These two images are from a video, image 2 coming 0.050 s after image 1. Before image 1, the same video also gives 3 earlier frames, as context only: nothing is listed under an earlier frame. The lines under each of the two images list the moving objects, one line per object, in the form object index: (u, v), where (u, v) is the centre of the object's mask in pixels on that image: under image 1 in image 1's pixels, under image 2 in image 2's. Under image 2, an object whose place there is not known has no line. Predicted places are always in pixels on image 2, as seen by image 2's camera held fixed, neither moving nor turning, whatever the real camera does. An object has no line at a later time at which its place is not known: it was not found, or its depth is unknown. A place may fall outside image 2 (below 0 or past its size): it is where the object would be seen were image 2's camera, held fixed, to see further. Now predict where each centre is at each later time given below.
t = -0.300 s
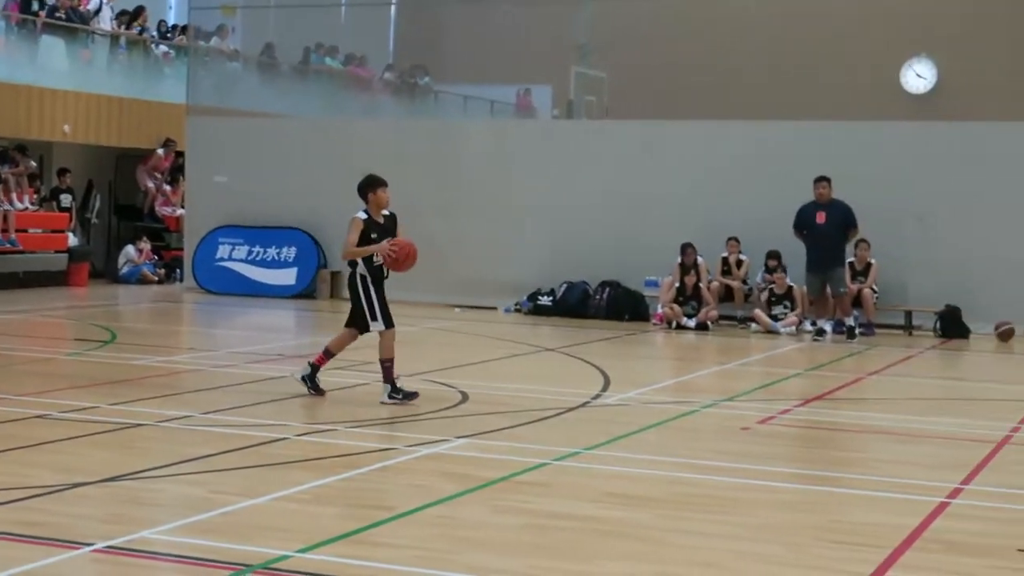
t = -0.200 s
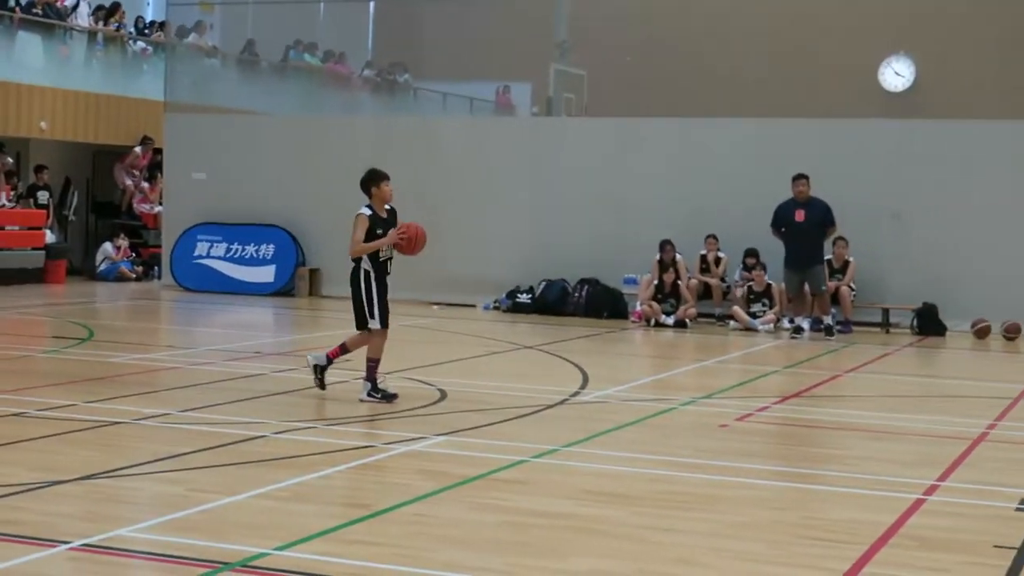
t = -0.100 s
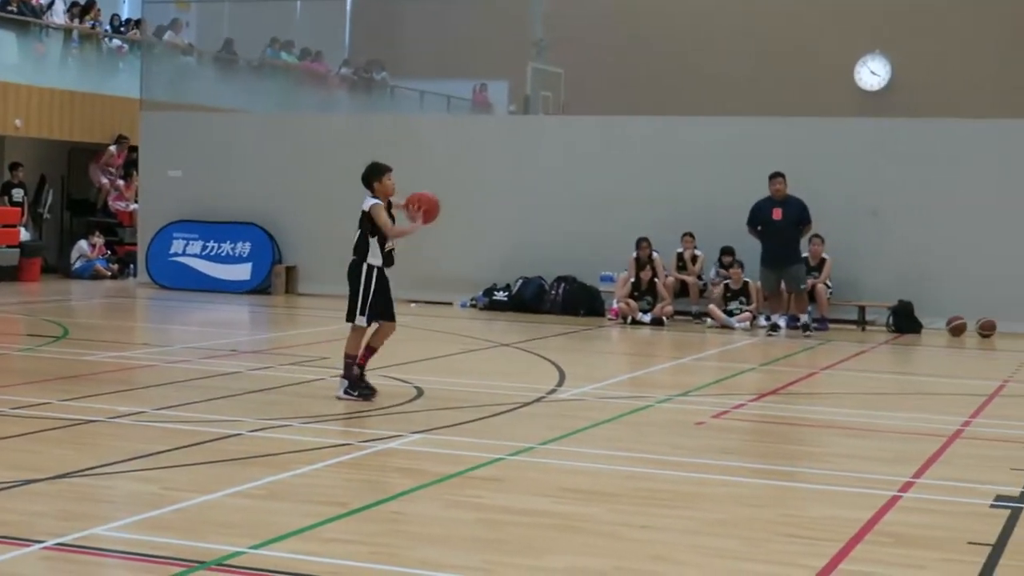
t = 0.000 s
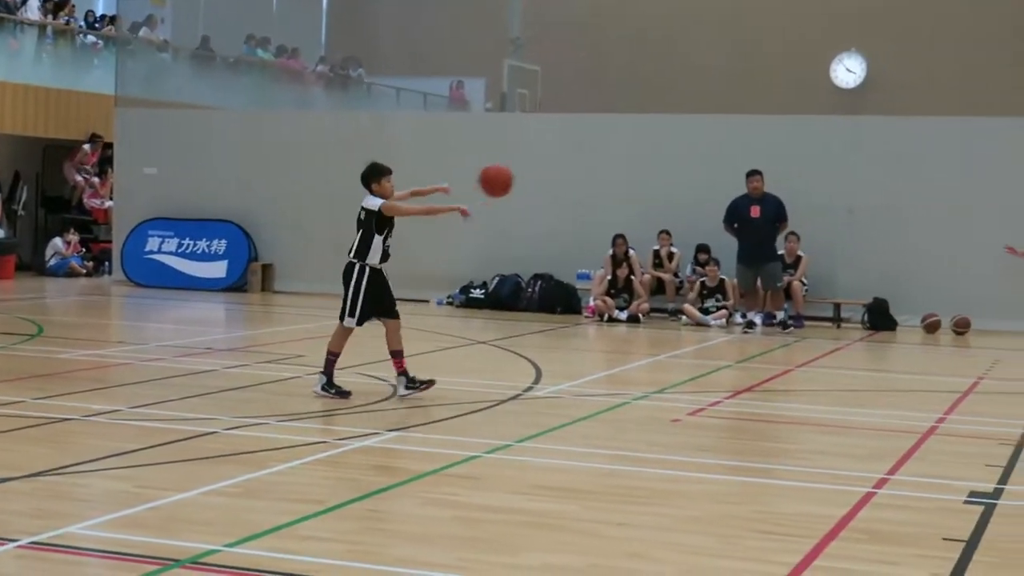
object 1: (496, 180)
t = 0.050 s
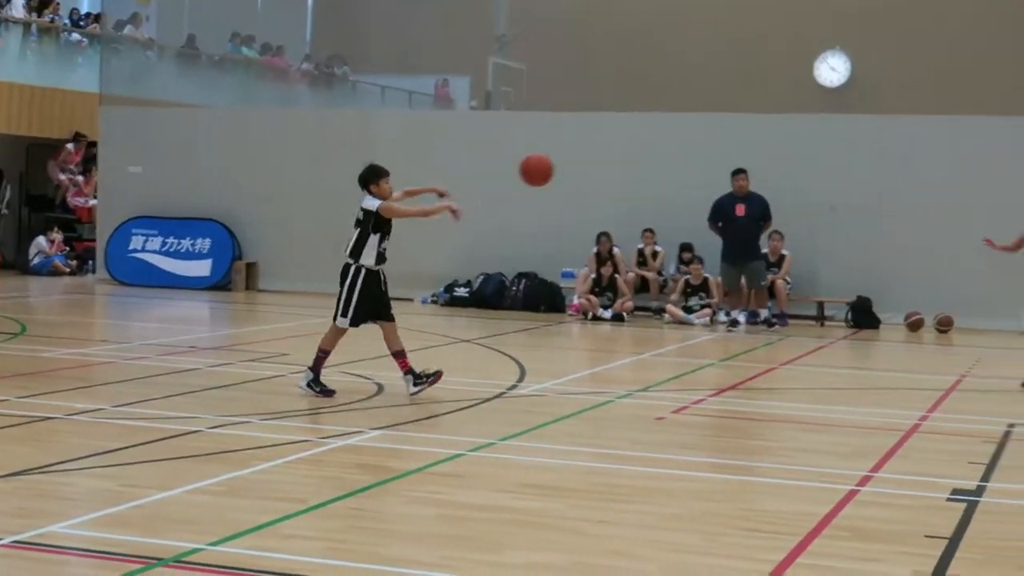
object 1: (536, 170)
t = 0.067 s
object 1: (554, 168)
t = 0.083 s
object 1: (570, 167)
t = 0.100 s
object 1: (587, 165)
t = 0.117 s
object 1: (604, 162)
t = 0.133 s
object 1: (621, 163)
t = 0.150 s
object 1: (637, 164)
